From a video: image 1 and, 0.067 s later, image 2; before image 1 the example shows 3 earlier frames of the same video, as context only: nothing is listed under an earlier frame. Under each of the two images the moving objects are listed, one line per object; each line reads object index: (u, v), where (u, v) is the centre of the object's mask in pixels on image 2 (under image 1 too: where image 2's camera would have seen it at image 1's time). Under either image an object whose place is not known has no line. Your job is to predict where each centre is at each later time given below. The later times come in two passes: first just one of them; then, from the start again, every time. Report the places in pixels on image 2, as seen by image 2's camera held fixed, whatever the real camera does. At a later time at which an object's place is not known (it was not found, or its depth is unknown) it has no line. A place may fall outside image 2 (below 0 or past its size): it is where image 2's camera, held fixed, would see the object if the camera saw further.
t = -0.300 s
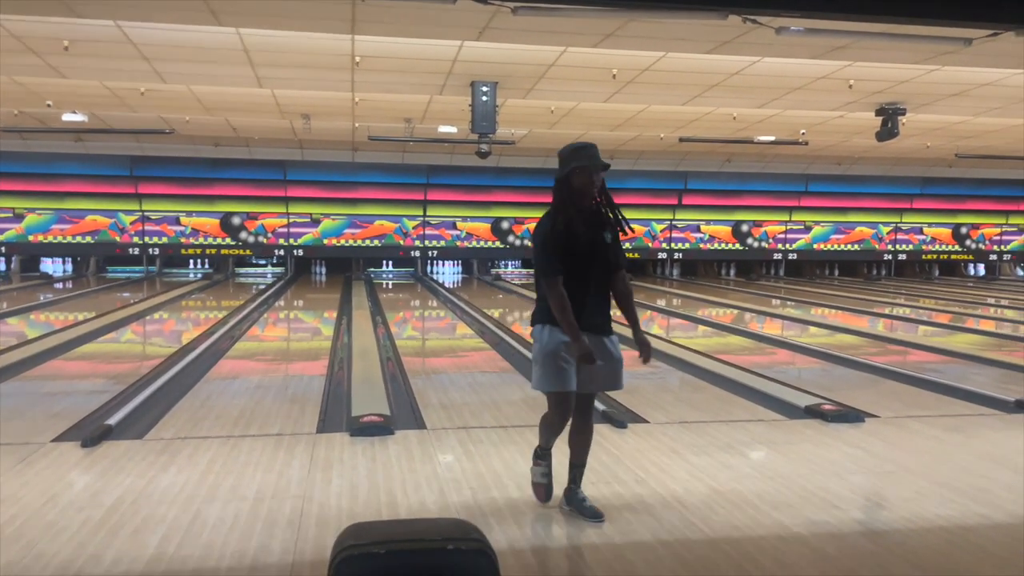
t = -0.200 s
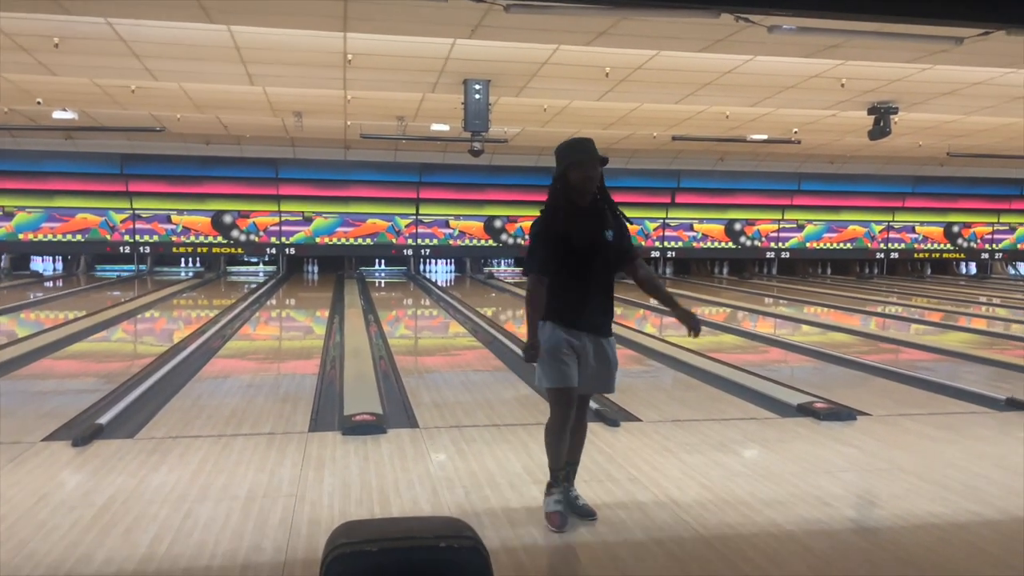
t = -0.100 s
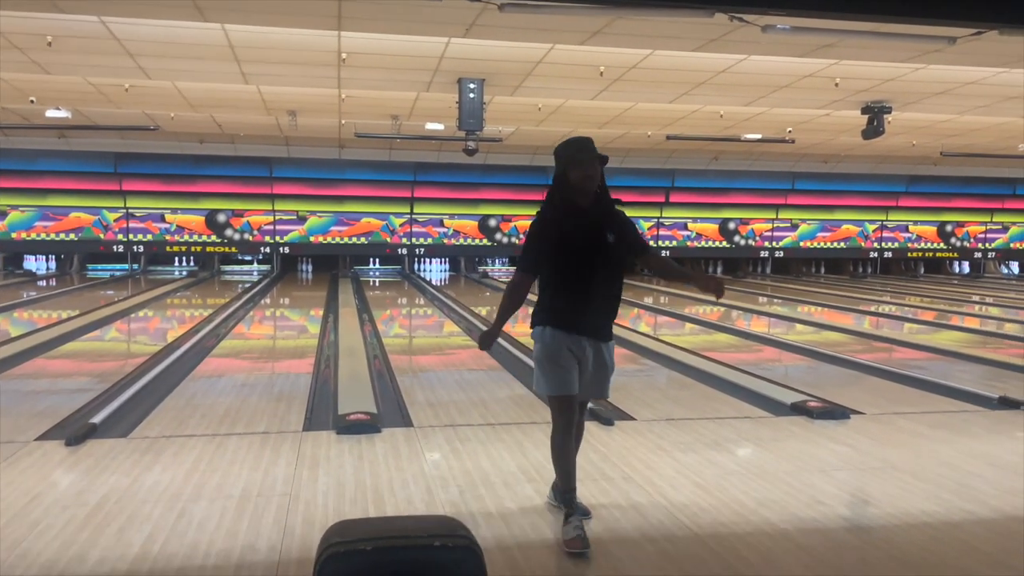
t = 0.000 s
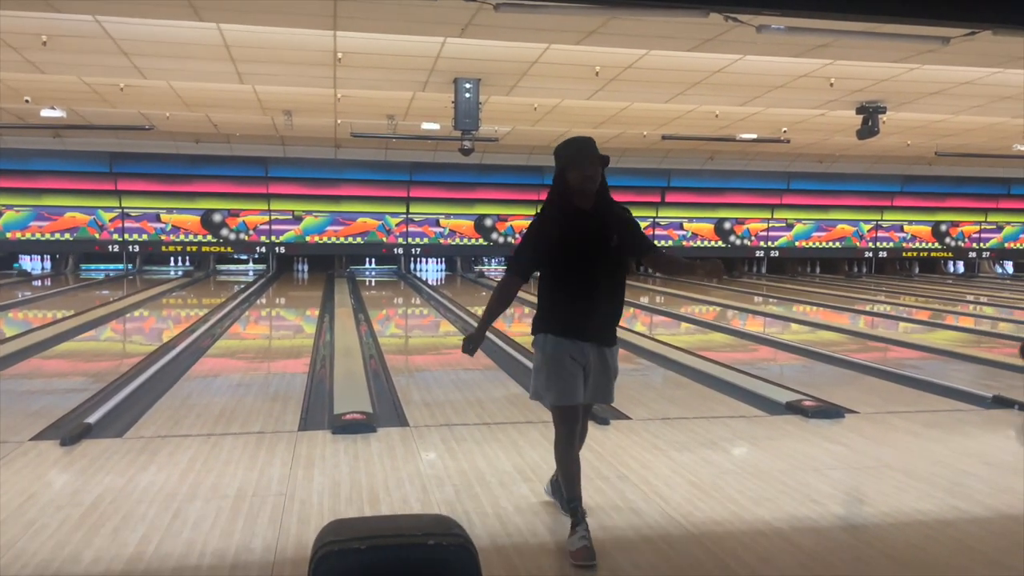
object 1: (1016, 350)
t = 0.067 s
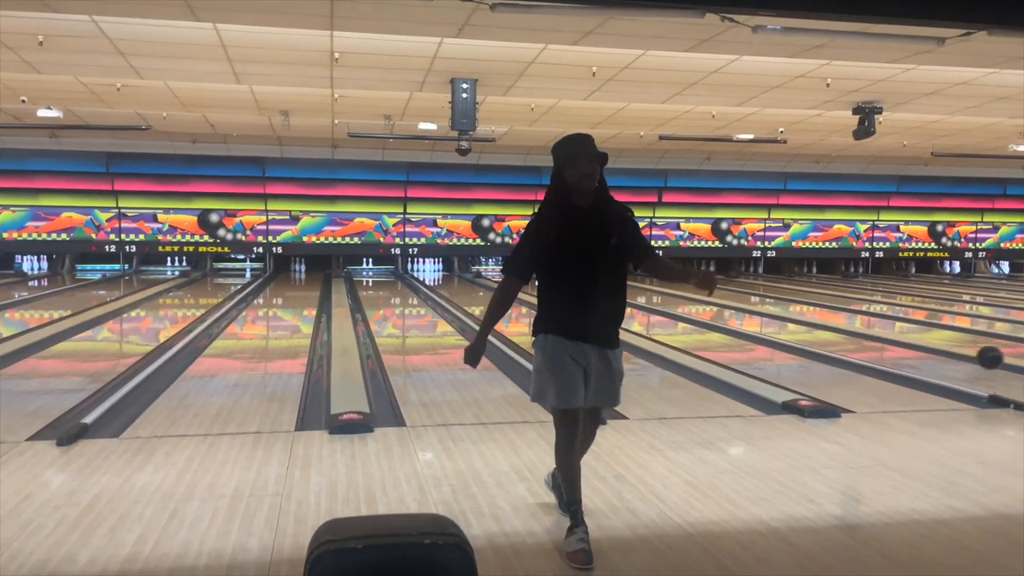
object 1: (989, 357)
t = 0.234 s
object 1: (909, 354)
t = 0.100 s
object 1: (971, 362)
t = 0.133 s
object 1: (954, 364)
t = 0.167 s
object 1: (938, 360)
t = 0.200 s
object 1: (923, 356)
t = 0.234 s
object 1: (909, 354)
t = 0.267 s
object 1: (894, 350)
